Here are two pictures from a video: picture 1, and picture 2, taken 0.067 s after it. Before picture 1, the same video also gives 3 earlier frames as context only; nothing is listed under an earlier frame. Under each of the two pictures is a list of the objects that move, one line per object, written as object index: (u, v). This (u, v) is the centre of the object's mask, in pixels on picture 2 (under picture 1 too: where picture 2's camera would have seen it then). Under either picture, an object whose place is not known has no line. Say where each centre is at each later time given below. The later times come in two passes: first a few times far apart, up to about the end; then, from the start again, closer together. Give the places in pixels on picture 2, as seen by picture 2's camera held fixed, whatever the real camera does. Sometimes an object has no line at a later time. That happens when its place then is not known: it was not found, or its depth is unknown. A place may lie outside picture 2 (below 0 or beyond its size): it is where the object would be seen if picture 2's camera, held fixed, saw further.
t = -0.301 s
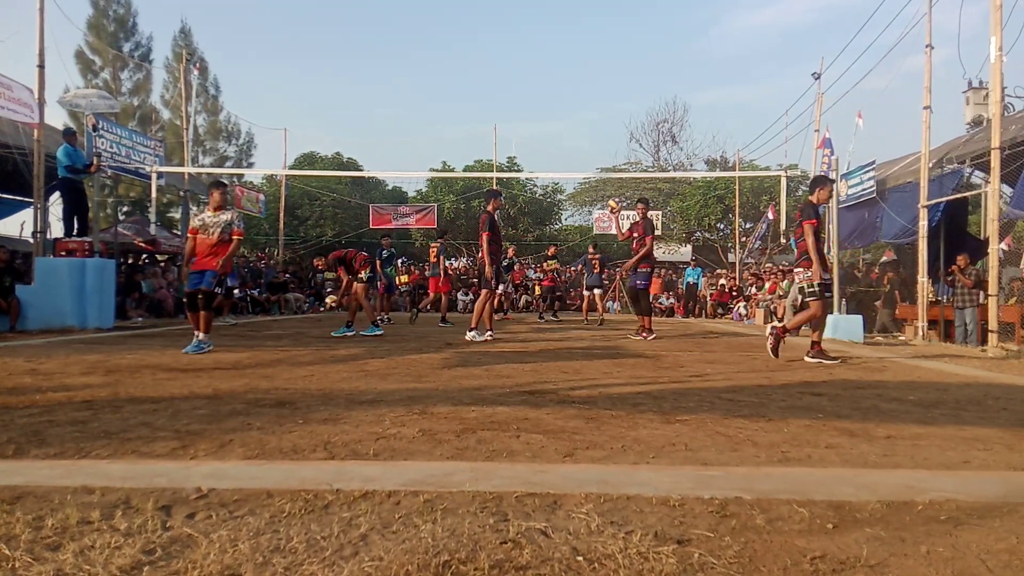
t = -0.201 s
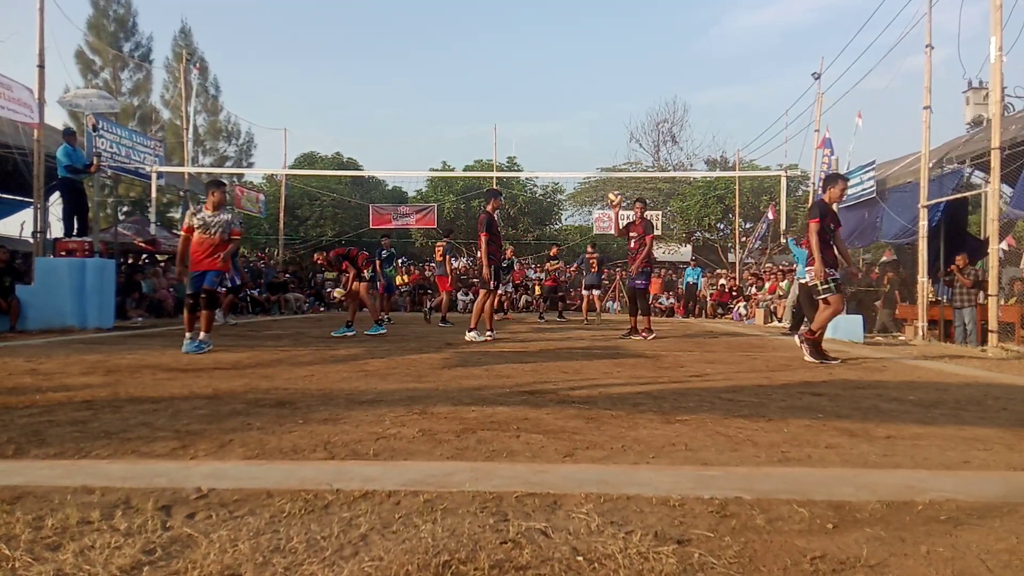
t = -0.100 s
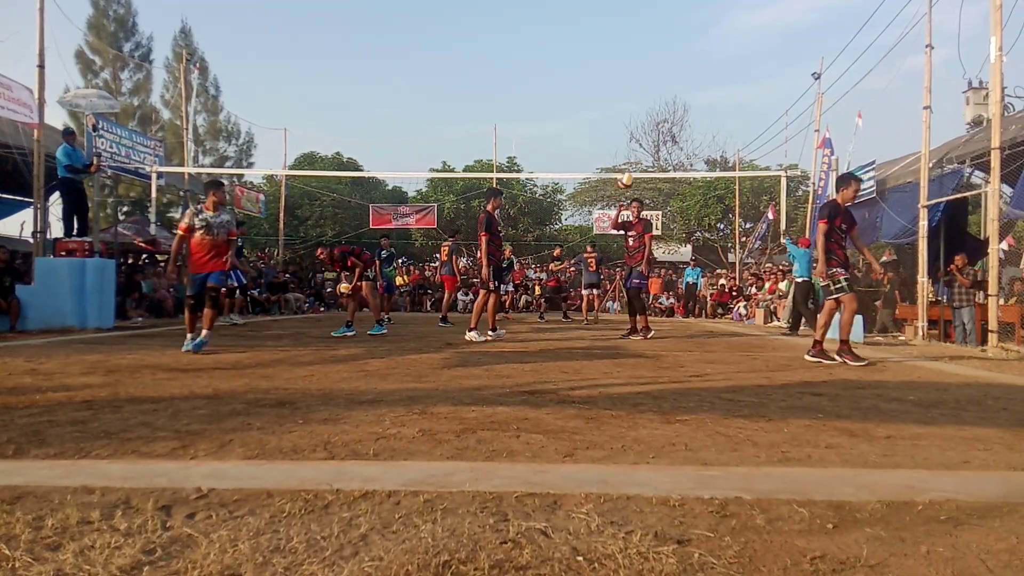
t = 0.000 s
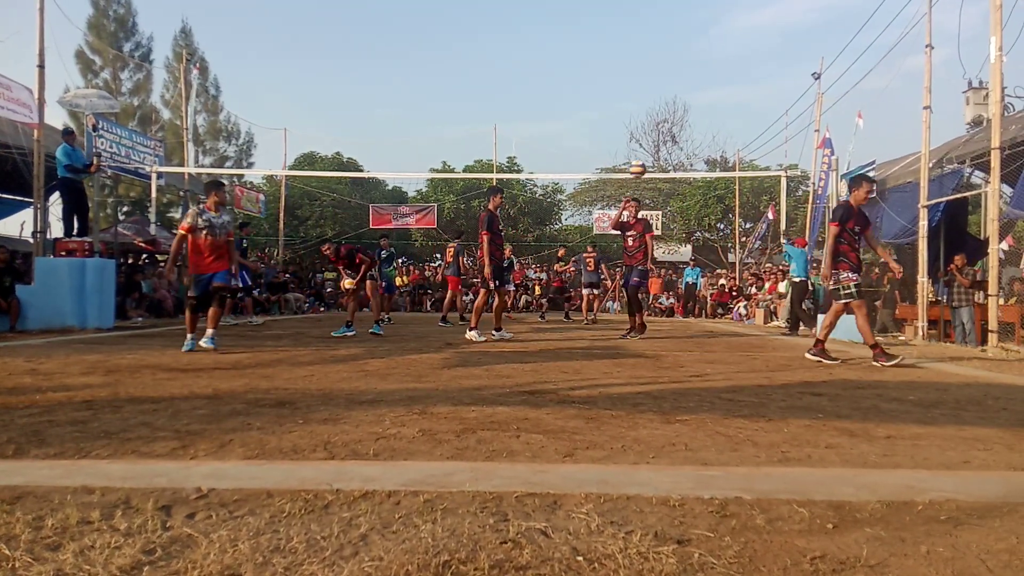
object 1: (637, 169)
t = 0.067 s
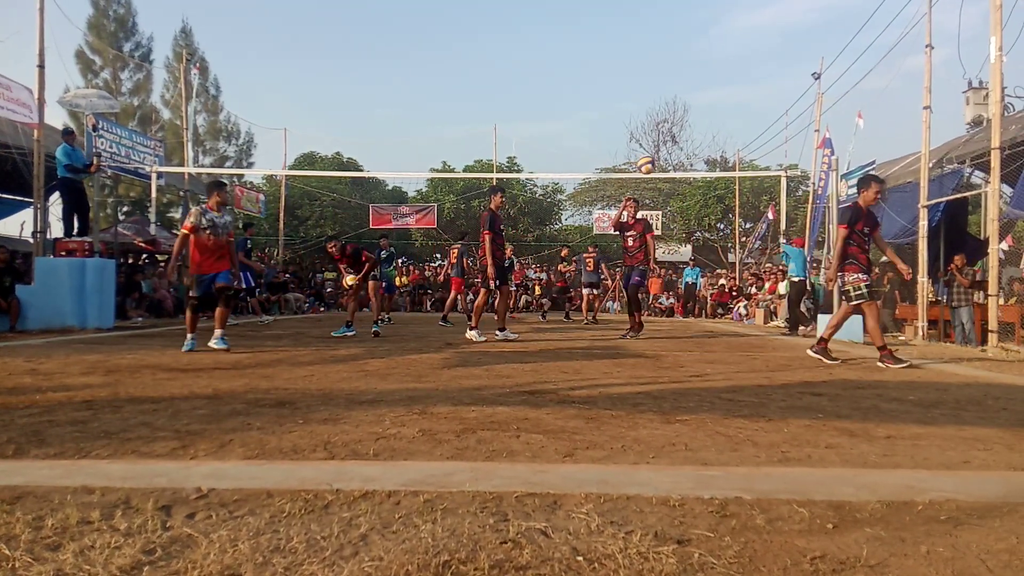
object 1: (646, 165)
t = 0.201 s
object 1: (667, 169)
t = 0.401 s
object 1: (707, 215)
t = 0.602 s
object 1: (774, 345)
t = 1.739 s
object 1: (1286, 451)
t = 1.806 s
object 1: (1371, 478)
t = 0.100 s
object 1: (649, 164)
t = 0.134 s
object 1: (656, 164)
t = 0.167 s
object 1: (661, 167)
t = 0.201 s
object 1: (667, 169)
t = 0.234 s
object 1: (672, 172)
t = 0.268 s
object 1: (678, 177)
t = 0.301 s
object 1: (685, 185)
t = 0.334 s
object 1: (692, 192)
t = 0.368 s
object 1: (699, 202)
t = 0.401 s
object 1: (707, 215)
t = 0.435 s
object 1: (716, 229)
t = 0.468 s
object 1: (725, 246)
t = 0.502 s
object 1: (737, 264)
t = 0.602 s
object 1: (774, 345)
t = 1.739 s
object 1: (1286, 451)
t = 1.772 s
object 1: (1327, 515)
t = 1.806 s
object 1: (1371, 478)
